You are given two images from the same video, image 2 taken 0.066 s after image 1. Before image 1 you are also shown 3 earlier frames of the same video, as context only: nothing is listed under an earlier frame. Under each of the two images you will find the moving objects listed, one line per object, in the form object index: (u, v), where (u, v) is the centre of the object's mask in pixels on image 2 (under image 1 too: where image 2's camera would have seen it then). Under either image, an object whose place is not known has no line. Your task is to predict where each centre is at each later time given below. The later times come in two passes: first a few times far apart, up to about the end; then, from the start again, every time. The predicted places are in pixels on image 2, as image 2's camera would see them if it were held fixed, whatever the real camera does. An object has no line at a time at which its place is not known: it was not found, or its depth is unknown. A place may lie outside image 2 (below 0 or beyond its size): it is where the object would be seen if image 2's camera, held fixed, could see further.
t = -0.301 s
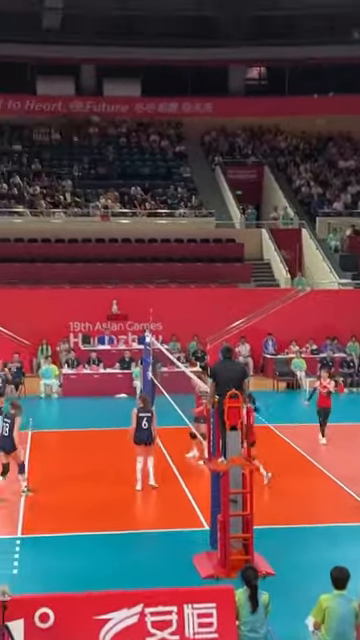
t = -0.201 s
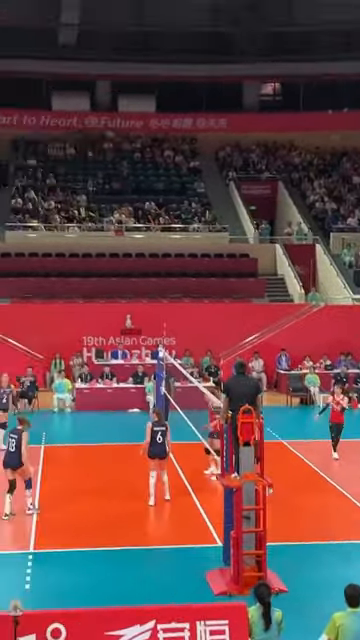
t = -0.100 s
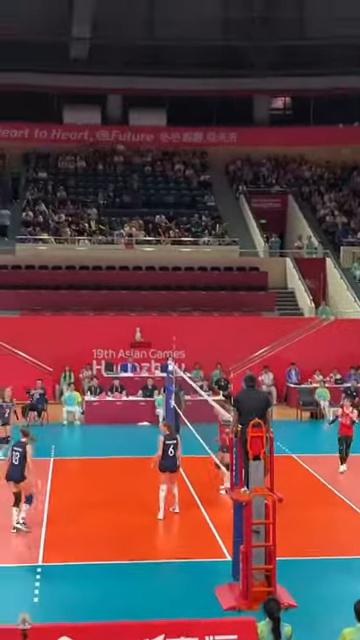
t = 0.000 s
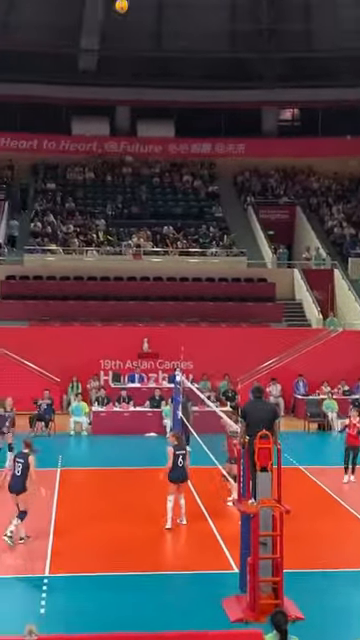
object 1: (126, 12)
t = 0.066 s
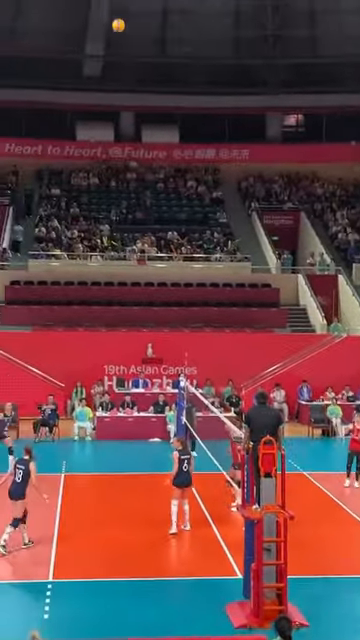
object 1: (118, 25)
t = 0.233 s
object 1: (99, 70)
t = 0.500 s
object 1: (69, 165)
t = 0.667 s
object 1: (50, 238)
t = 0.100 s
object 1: (114, 33)
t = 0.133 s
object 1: (110, 42)
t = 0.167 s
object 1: (106, 51)
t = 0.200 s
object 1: (102, 60)
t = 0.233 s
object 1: (99, 70)
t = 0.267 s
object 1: (95, 80)
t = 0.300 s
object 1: (92, 90)
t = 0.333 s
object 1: (87, 103)
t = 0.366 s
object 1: (83, 113)
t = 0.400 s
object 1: (80, 126)
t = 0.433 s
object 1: (76, 137)
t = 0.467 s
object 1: (72, 151)
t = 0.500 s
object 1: (69, 165)
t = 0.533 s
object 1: (65, 178)
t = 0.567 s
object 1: (61, 193)
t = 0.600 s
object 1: (58, 207)
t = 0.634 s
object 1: (54, 222)
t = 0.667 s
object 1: (50, 238)
